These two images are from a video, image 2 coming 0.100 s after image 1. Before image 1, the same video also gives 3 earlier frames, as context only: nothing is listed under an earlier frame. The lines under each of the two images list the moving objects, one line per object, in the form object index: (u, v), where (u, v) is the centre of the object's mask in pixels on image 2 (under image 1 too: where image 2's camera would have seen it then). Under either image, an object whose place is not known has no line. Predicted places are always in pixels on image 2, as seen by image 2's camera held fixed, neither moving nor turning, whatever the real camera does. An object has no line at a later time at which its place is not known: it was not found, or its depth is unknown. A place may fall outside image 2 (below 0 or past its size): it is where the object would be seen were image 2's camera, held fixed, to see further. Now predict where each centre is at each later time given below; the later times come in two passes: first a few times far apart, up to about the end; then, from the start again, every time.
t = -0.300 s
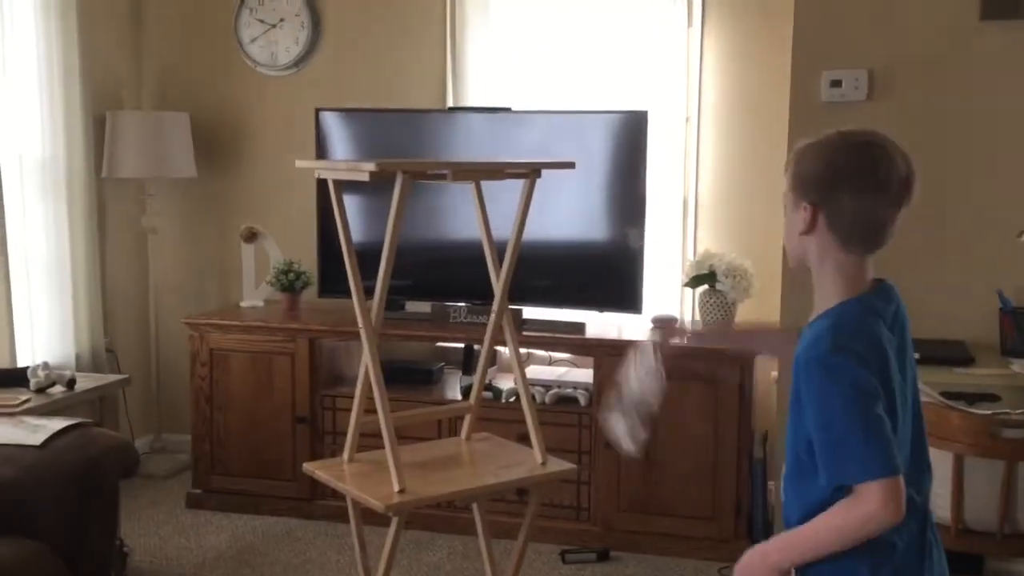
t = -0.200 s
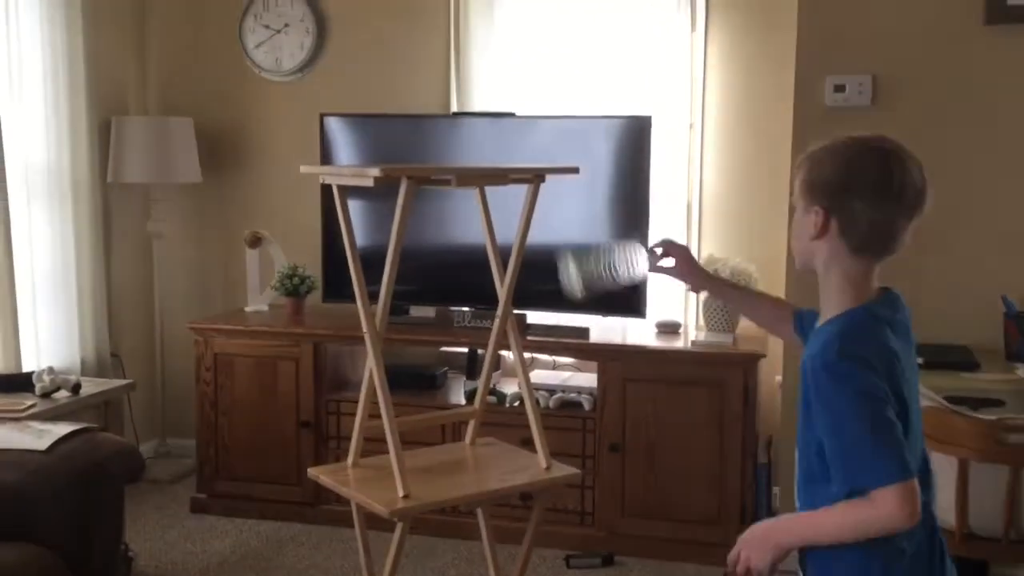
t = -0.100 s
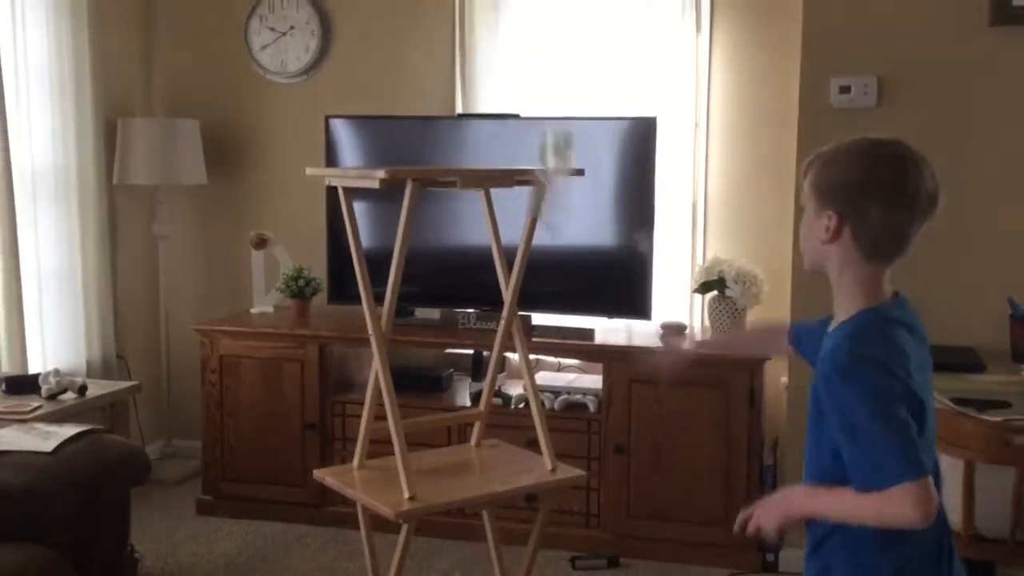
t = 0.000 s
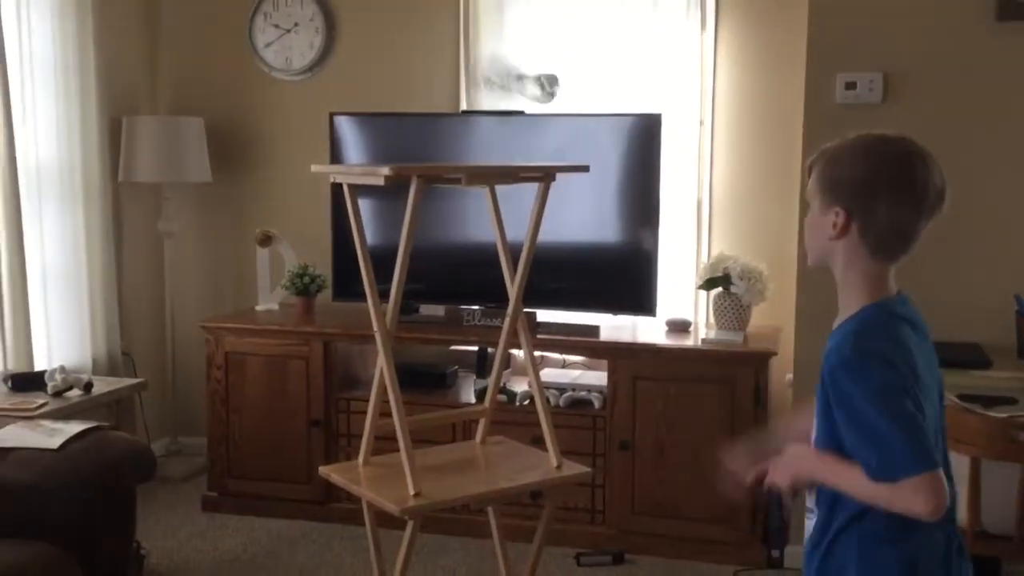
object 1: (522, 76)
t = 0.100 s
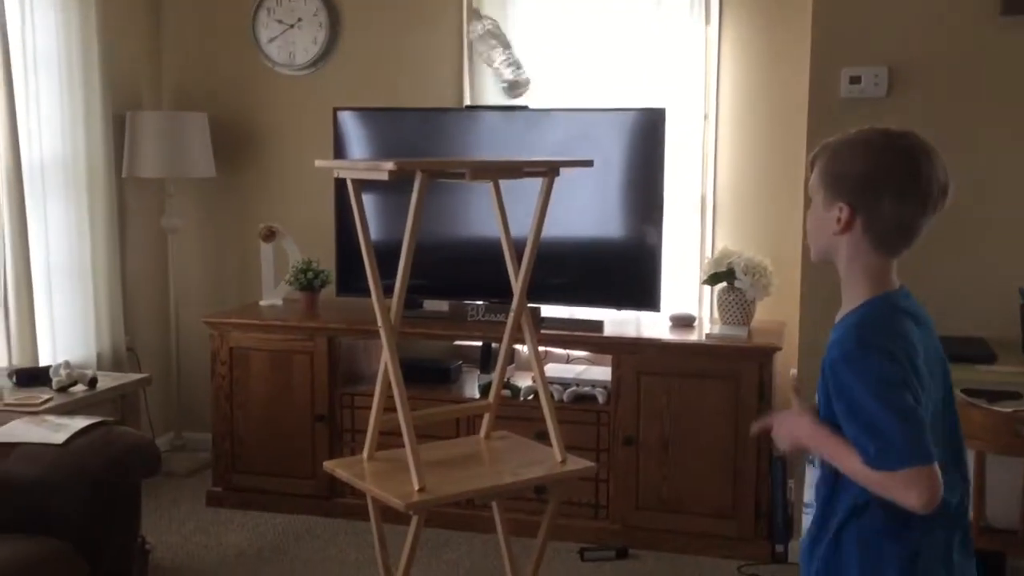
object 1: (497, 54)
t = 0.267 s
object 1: (457, 115)
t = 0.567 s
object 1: (405, 114)
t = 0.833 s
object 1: (402, 116)
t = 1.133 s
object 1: (402, 115)
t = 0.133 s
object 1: (489, 59)
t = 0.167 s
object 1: (480, 67)
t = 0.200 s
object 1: (471, 89)
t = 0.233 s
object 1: (463, 110)
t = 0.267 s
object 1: (457, 115)
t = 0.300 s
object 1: (452, 115)
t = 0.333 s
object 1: (449, 115)
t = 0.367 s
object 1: (445, 115)
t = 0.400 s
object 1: (440, 116)
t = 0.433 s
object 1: (434, 116)
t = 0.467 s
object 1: (425, 117)
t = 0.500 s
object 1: (417, 116)
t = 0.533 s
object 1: (410, 114)
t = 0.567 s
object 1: (405, 114)
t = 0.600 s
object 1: (402, 114)
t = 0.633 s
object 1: (400, 114)
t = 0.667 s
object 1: (399, 114)
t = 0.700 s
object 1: (402, 115)
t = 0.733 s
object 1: (403, 115)
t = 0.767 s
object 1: (403, 115)
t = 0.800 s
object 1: (403, 115)
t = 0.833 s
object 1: (402, 116)
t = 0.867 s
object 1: (402, 114)
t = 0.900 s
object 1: (401, 115)
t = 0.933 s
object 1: (402, 115)
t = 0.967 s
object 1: (402, 115)
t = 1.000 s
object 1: (401, 115)
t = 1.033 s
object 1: (402, 115)
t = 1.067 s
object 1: (402, 115)
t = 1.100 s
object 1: (402, 115)
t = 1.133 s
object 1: (402, 115)
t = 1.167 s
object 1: (400, 118)
